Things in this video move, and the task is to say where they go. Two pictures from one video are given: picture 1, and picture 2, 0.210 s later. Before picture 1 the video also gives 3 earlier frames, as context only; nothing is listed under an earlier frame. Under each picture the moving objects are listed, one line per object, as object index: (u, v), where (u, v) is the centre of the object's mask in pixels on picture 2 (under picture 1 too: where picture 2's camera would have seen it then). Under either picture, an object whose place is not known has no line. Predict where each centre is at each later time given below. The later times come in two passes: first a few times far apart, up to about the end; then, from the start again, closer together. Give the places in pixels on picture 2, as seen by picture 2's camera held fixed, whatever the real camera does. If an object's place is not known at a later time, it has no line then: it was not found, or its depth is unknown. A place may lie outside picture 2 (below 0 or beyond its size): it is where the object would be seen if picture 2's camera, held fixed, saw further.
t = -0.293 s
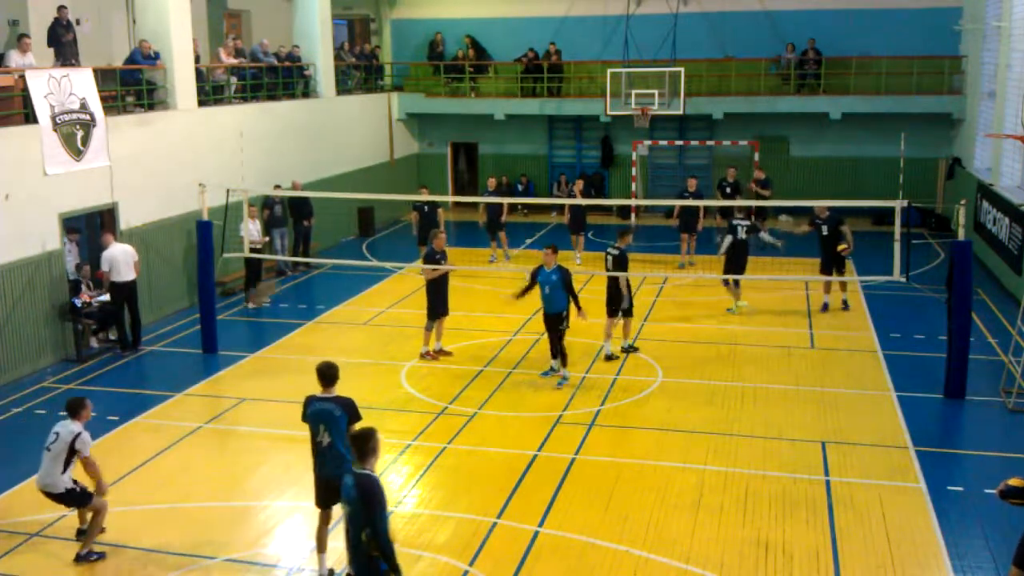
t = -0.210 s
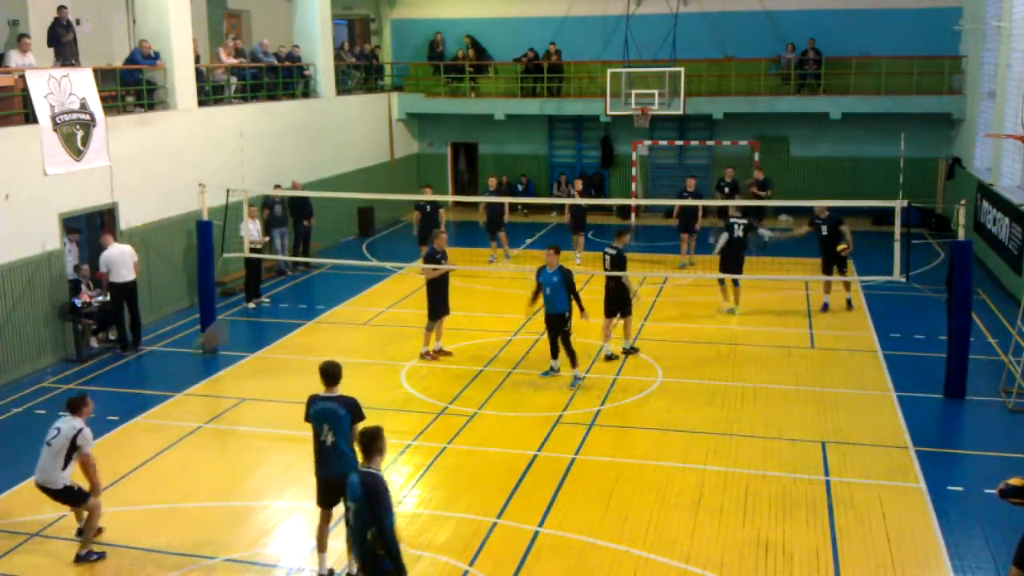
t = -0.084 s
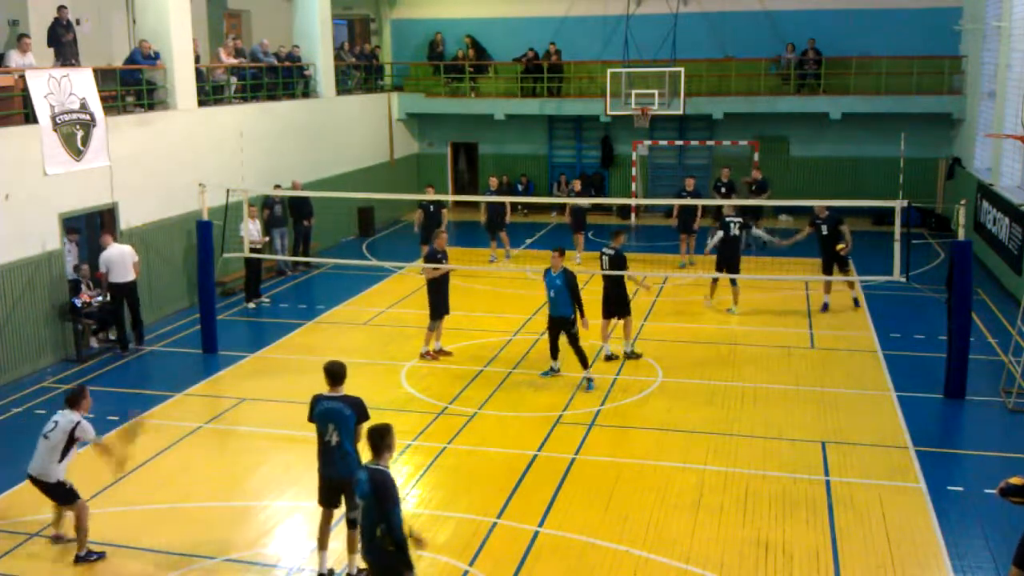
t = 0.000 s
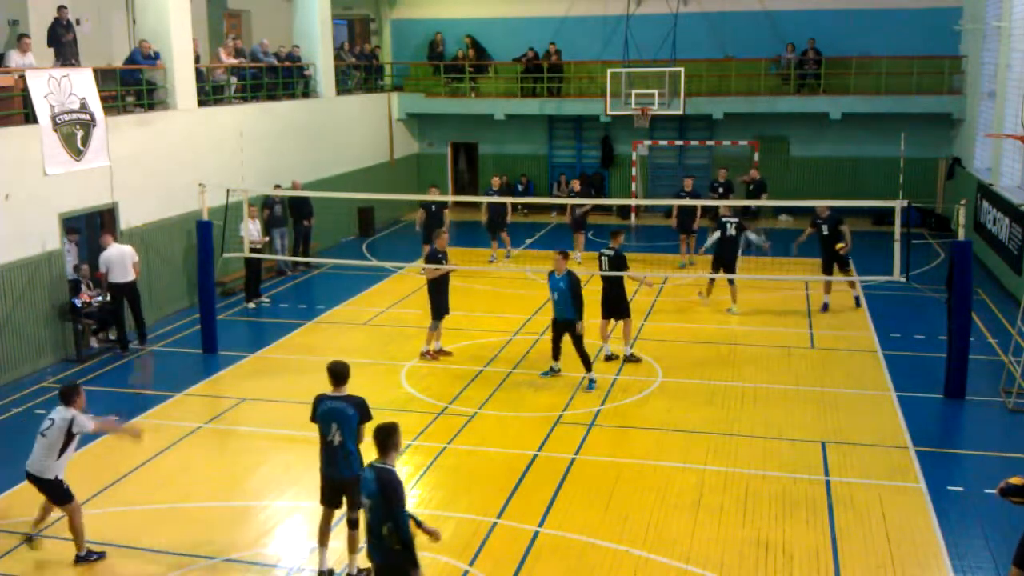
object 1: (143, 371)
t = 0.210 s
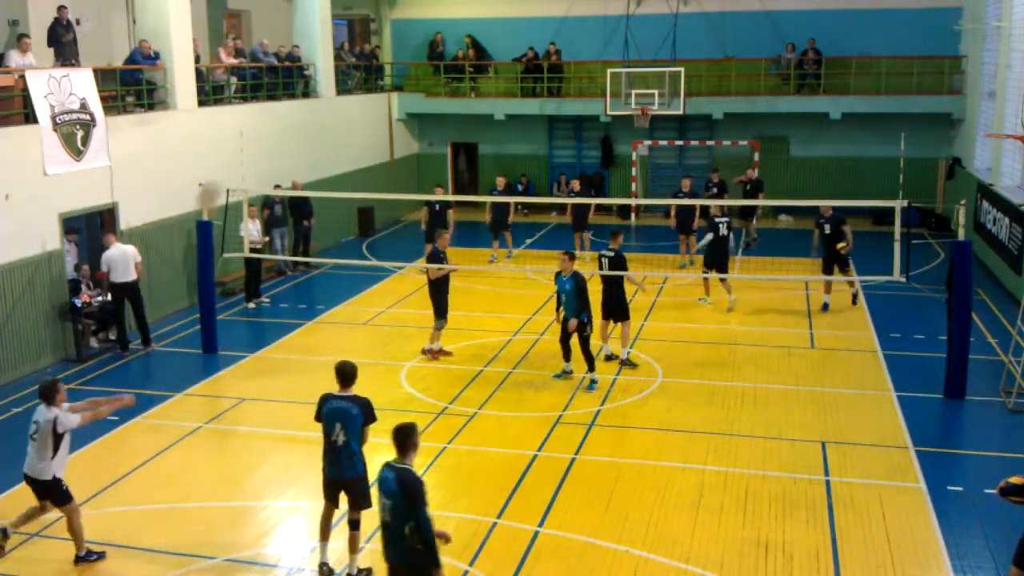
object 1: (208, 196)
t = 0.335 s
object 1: (244, 123)
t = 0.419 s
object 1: (269, 83)
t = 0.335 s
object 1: (244, 123)
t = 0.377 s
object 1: (258, 97)
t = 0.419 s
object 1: (269, 83)
